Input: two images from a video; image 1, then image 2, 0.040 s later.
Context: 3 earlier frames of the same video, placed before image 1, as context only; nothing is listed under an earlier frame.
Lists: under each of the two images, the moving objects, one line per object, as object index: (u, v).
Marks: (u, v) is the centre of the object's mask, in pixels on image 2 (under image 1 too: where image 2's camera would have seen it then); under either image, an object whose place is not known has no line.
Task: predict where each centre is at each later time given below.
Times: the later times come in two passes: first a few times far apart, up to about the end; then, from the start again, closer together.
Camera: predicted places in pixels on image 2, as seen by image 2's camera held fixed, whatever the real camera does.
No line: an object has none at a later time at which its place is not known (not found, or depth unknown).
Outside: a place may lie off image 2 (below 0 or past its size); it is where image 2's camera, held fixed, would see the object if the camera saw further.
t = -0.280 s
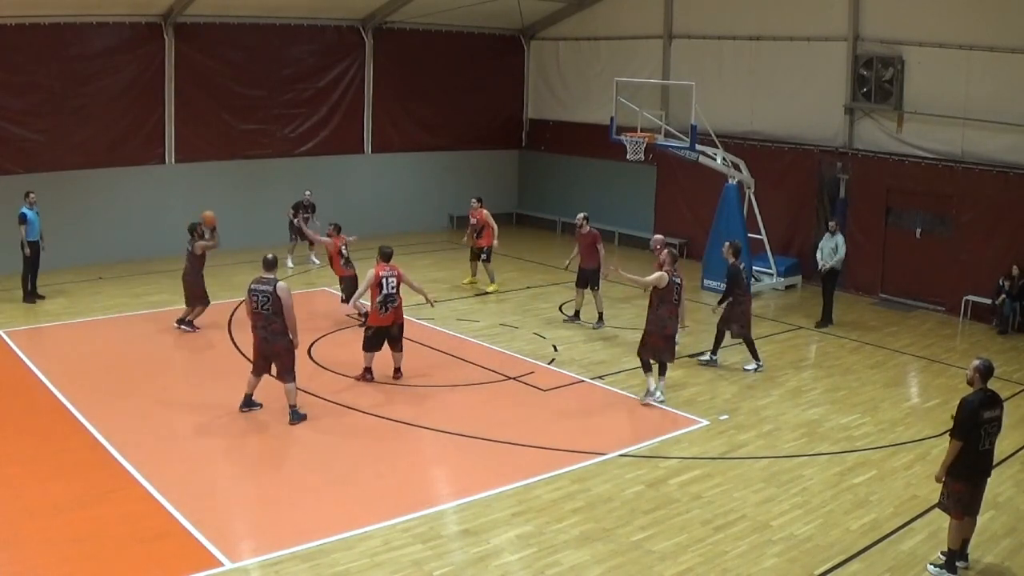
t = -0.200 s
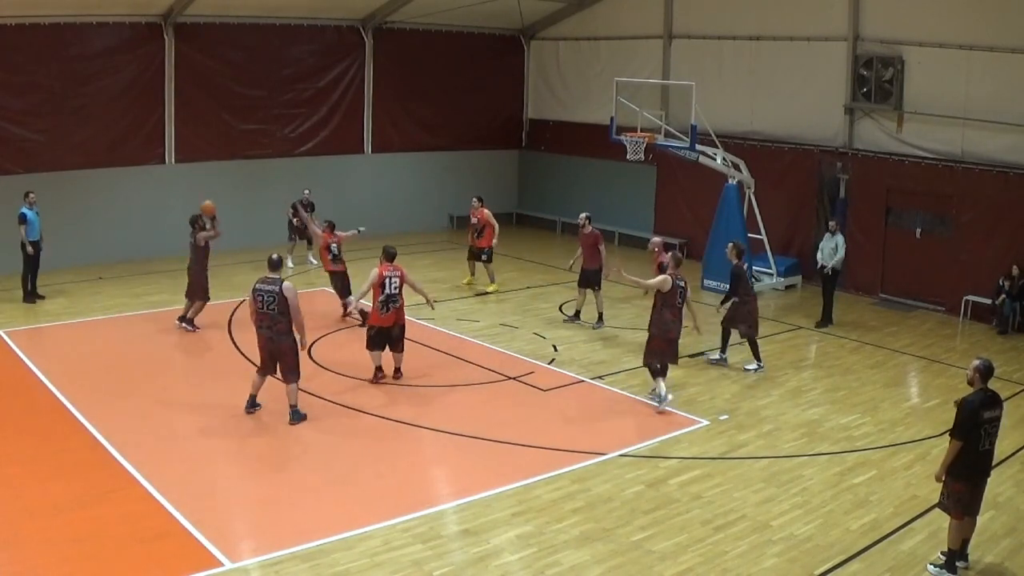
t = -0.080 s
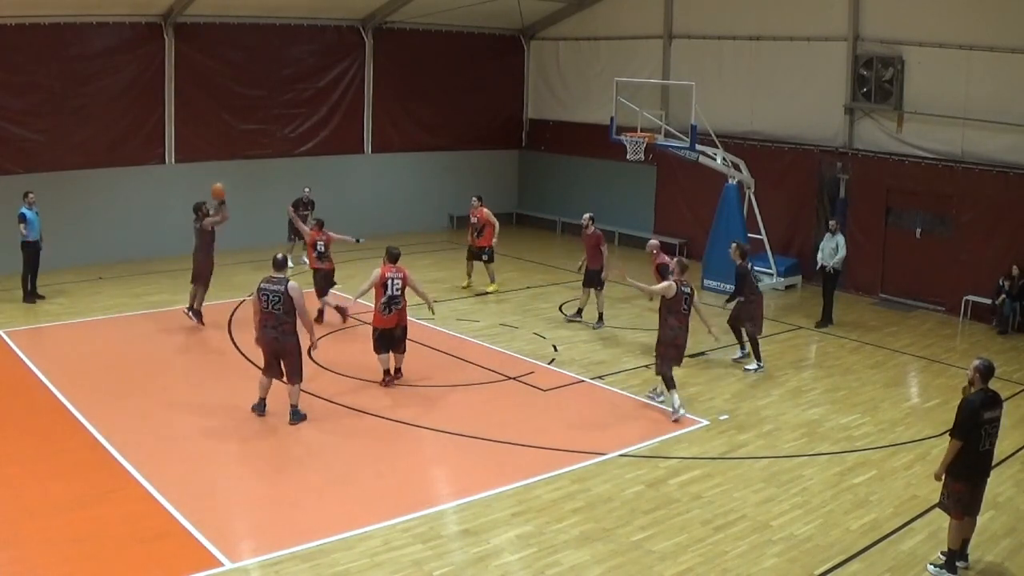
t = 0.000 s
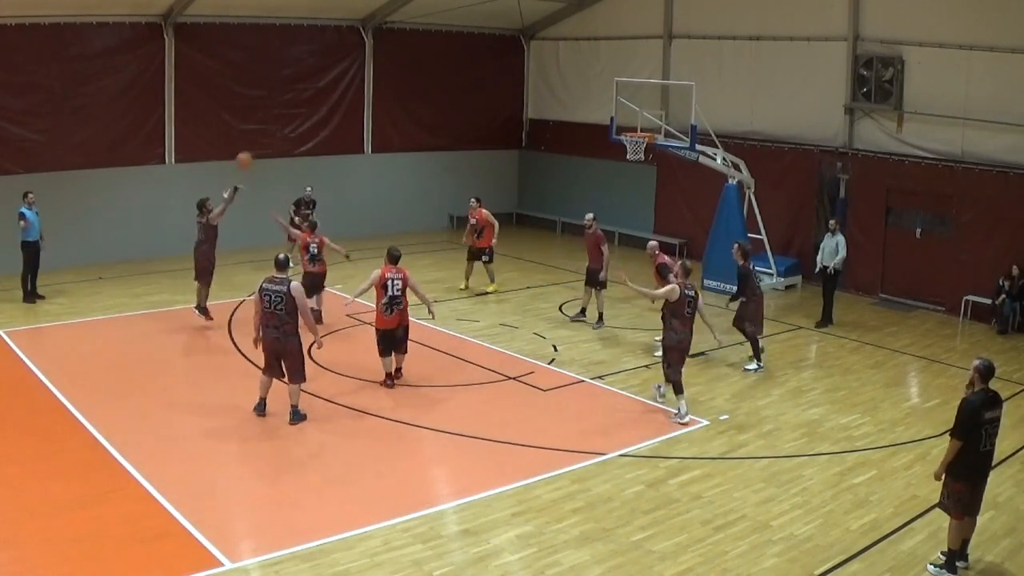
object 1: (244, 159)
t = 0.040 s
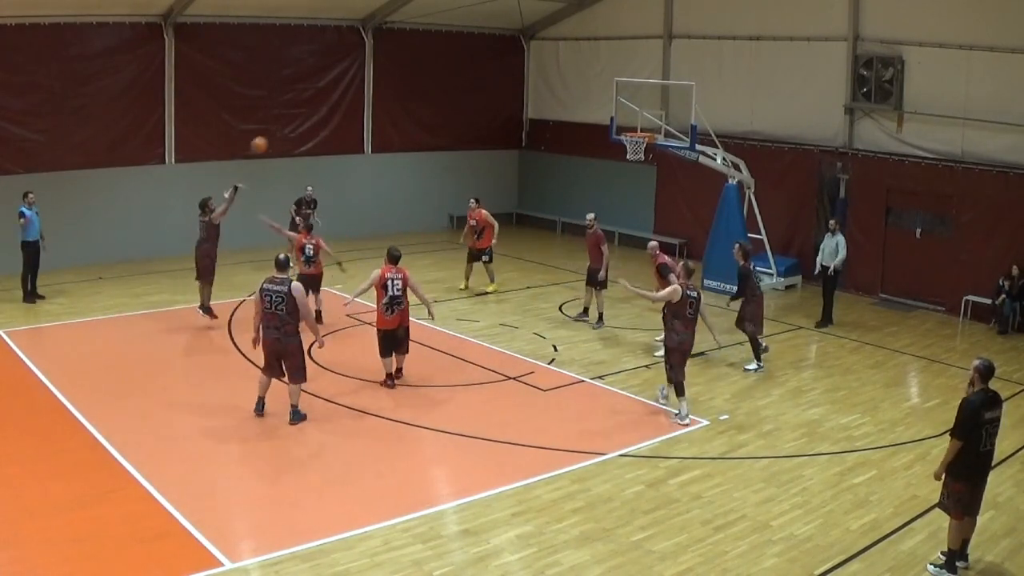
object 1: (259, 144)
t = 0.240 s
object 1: (334, 85)
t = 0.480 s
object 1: (421, 48)
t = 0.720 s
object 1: (504, 48)
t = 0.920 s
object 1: (568, 72)
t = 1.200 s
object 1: (639, 144)
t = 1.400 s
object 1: (622, 145)
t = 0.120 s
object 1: (288, 117)
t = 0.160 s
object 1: (304, 106)
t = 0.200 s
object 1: (319, 95)
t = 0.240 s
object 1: (334, 85)
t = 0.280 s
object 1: (349, 77)
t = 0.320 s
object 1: (362, 69)
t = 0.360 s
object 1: (379, 61)
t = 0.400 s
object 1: (393, 56)
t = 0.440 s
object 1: (407, 52)
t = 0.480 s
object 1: (421, 48)
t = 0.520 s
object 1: (435, 46)
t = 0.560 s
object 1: (449, 44)
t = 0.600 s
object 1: (463, 44)
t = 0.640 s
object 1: (476, 44)
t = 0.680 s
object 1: (490, 46)
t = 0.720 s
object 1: (504, 48)
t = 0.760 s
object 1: (516, 51)
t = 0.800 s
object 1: (529, 56)
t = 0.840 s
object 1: (543, 60)
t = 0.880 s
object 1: (555, 66)
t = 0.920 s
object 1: (568, 72)
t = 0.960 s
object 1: (581, 81)
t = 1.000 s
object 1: (593, 90)
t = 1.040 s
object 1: (604, 99)
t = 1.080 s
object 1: (616, 109)
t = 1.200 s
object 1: (639, 144)
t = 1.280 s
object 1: (628, 147)
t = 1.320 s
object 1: (626, 145)
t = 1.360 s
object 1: (625, 144)
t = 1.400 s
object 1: (622, 145)
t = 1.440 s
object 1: (620, 147)
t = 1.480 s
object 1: (617, 150)
